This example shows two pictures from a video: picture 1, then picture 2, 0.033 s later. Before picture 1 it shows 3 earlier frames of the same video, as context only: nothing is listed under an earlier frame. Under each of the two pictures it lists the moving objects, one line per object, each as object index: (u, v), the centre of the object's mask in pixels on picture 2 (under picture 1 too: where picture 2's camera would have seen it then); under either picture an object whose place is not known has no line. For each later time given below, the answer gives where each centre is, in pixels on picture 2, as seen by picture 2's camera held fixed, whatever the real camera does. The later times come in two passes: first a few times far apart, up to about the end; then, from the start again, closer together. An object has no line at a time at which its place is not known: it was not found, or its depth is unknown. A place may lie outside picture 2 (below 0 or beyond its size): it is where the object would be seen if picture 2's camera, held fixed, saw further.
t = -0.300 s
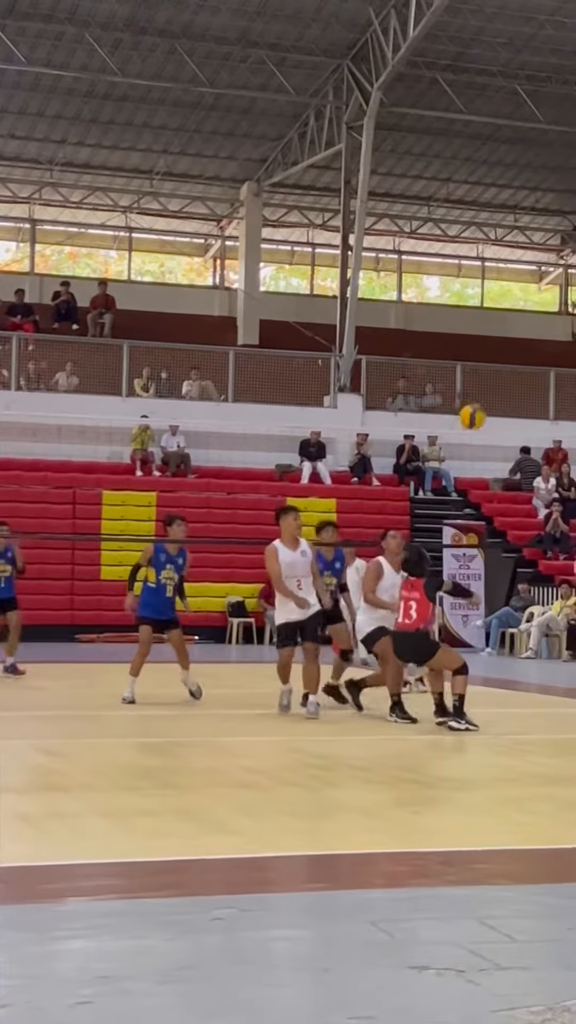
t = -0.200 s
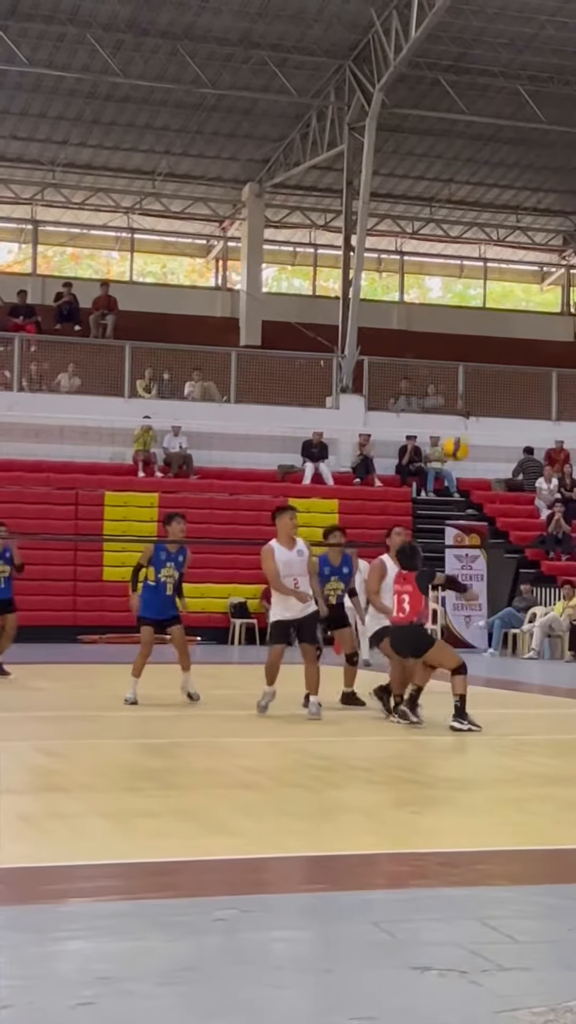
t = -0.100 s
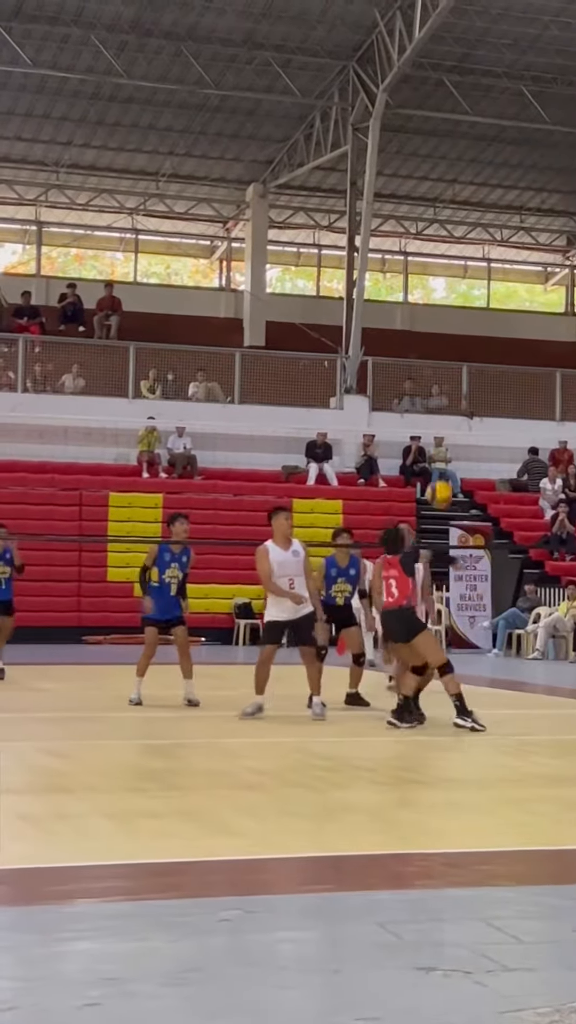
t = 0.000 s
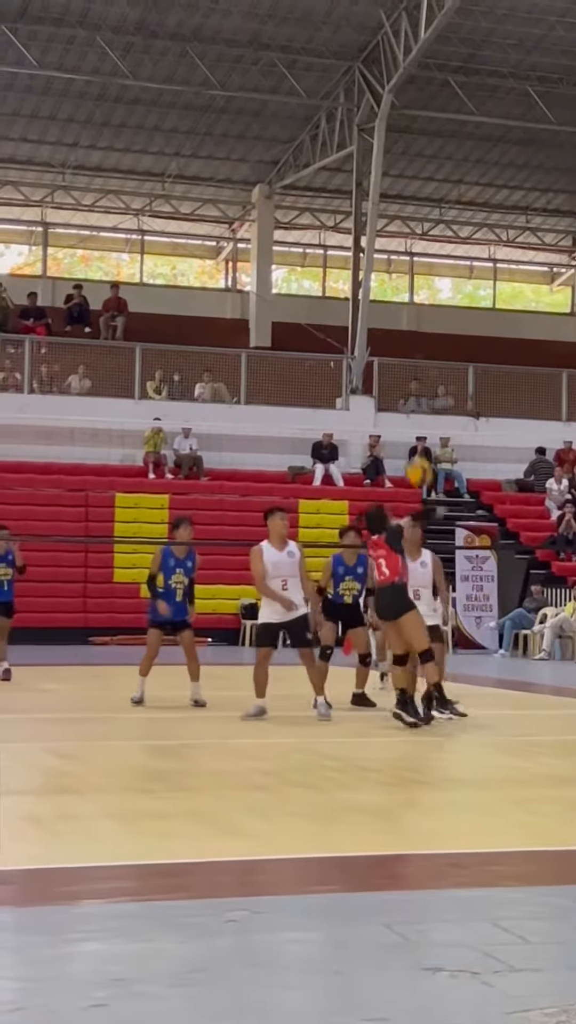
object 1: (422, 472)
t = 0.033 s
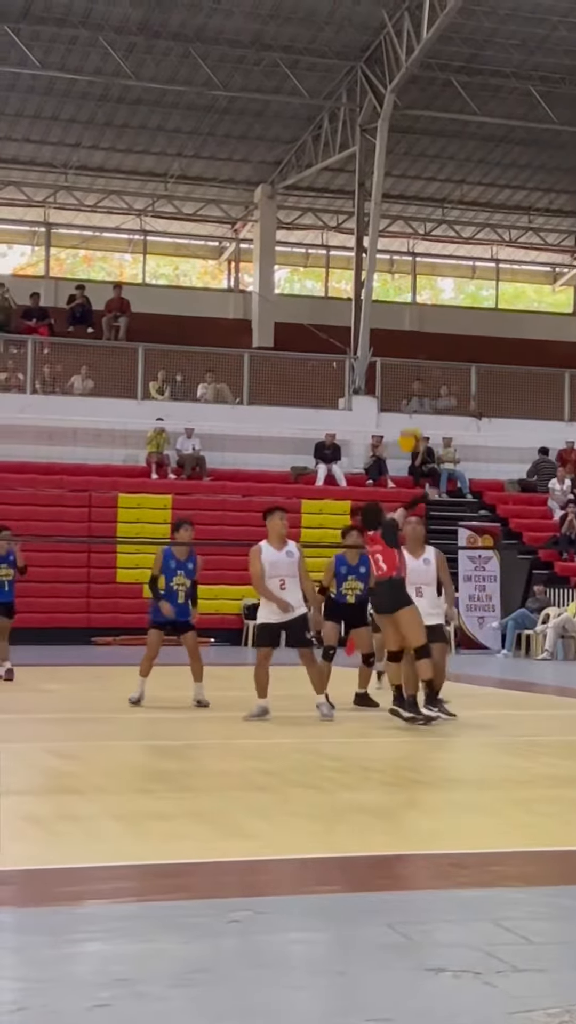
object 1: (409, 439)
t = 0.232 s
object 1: (347, 273)
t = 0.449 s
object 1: (281, 154)
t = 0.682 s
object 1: (209, 91)
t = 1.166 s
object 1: (59, 180)
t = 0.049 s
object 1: (404, 422)
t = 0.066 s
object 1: (398, 407)
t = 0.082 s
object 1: (392, 394)
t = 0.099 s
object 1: (387, 377)
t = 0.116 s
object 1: (382, 363)
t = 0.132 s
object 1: (378, 349)
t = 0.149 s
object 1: (373, 337)
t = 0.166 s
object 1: (367, 324)
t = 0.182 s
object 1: (362, 310)
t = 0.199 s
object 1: (358, 298)
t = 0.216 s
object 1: (352, 286)
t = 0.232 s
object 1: (347, 273)
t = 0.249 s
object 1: (341, 262)
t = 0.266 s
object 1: (338, 250)
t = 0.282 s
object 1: (332, 240)
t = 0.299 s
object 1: (326, 230)
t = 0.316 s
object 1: (322, 221)
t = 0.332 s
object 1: (316, 211)
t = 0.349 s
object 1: (309, 200)
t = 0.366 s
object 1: (305, 192)
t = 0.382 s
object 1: (301, 184)
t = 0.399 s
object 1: (295, 177)
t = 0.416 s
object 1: (290, 169)
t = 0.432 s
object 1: (285, 161)
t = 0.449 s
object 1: (281, 154)
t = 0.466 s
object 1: (276, 148)
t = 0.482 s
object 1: (270, 141)
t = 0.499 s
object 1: (265, 135)
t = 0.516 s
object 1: (261, 129)
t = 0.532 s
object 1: (255, 124)
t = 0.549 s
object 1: (250, 119)
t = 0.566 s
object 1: (245, 114)
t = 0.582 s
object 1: (240, 110)
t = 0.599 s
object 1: (235, 106)
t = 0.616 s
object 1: (230, 103)
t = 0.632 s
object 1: (225, 100)
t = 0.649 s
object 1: (219, 96)
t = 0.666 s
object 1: (215, 94)
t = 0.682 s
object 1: (209, 91)
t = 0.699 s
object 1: (204, 89)
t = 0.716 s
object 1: (199, 88)
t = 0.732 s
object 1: (194, 87)
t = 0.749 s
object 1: (189, 86)
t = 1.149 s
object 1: (63, 171)
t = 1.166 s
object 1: (59, 180)
